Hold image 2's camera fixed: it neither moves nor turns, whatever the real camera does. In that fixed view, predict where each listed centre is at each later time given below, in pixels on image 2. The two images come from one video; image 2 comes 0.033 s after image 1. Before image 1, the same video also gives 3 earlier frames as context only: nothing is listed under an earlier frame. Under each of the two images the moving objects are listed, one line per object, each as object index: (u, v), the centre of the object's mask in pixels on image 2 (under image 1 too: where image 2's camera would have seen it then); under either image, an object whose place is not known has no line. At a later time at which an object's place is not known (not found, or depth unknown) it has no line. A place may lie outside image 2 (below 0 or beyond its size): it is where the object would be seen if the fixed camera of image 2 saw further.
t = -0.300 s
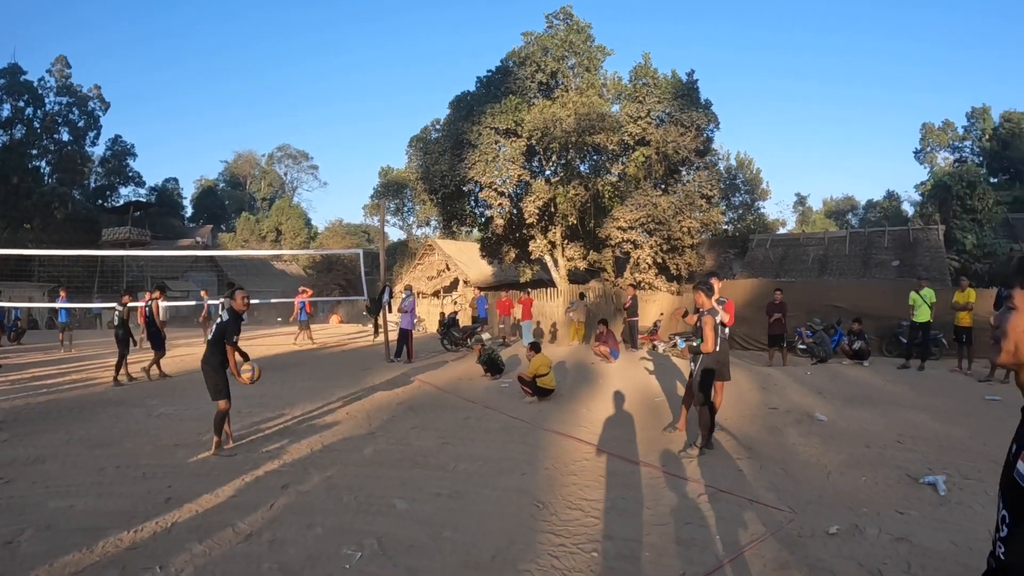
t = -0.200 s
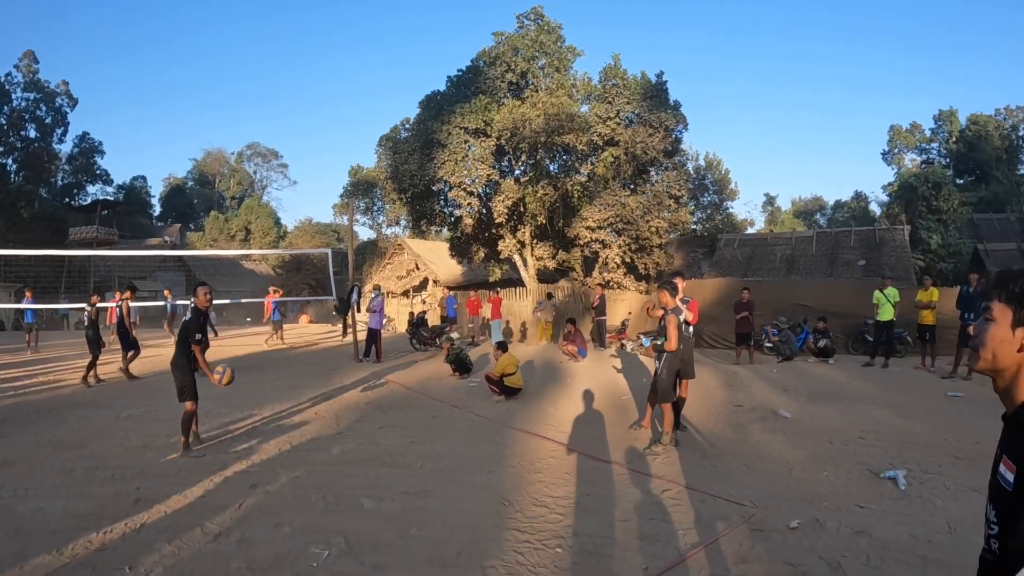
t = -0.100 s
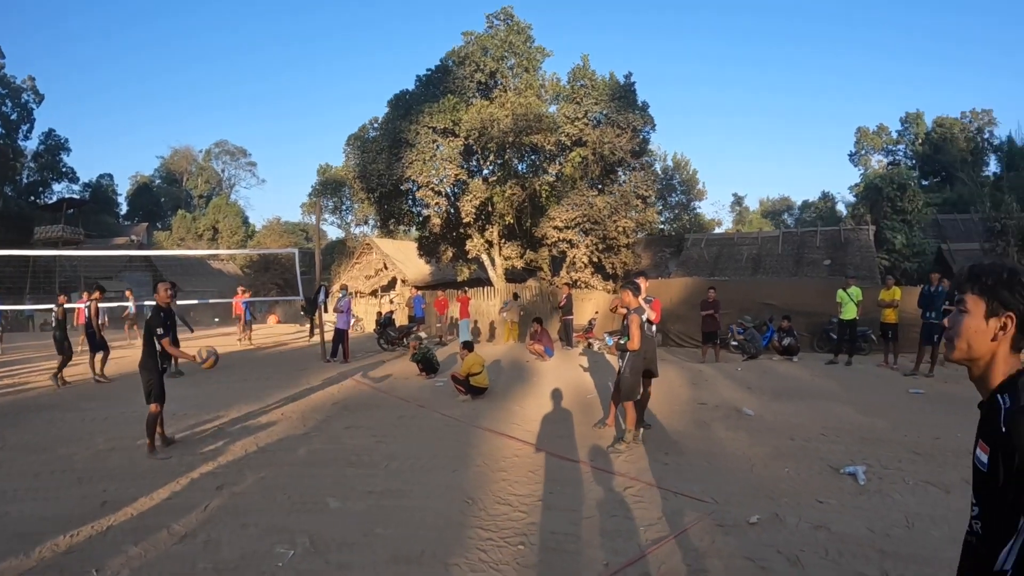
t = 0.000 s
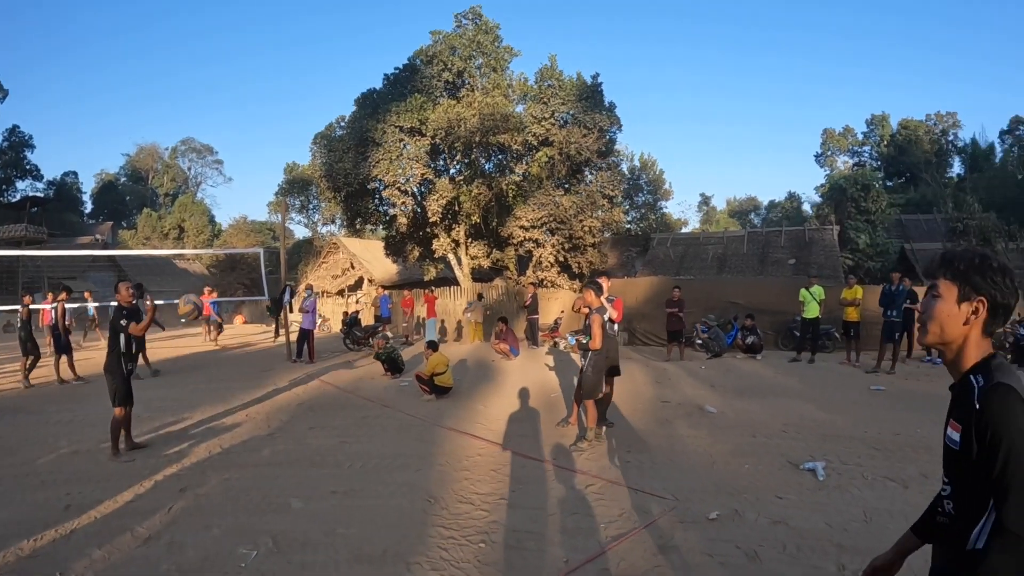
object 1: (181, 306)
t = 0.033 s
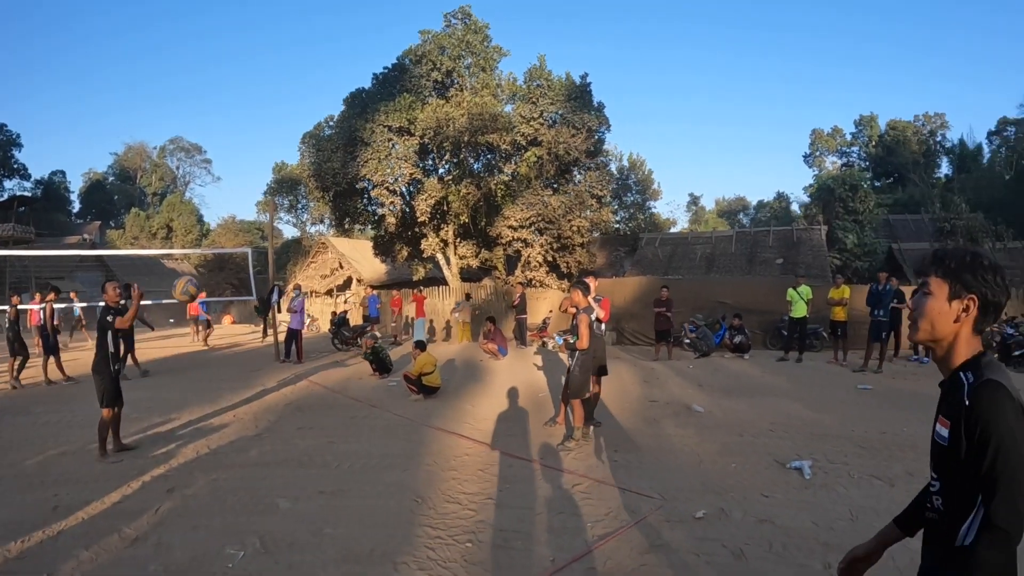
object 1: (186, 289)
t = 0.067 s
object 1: (190, 273)
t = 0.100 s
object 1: (196, 257)
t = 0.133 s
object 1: (204, 243)
